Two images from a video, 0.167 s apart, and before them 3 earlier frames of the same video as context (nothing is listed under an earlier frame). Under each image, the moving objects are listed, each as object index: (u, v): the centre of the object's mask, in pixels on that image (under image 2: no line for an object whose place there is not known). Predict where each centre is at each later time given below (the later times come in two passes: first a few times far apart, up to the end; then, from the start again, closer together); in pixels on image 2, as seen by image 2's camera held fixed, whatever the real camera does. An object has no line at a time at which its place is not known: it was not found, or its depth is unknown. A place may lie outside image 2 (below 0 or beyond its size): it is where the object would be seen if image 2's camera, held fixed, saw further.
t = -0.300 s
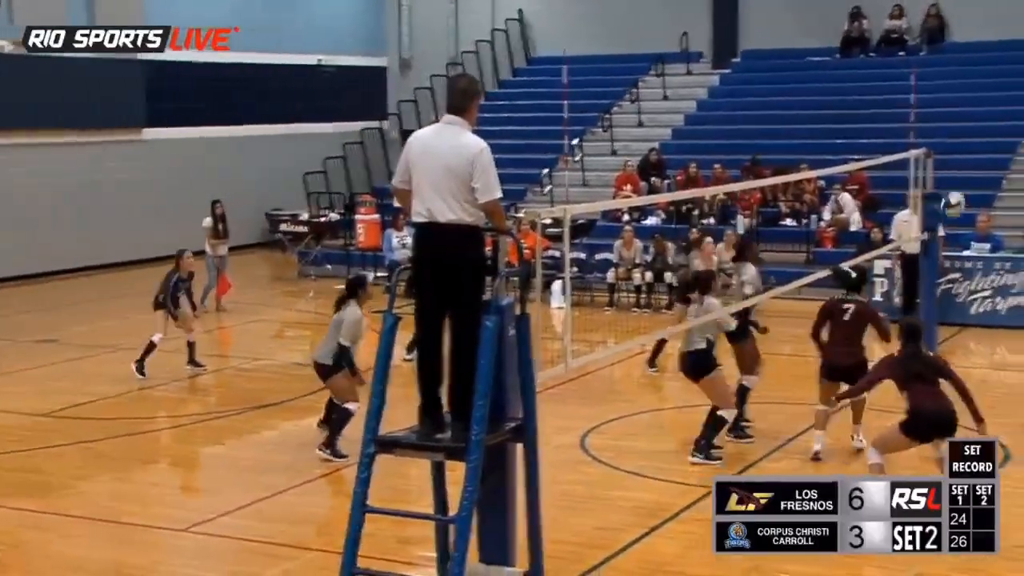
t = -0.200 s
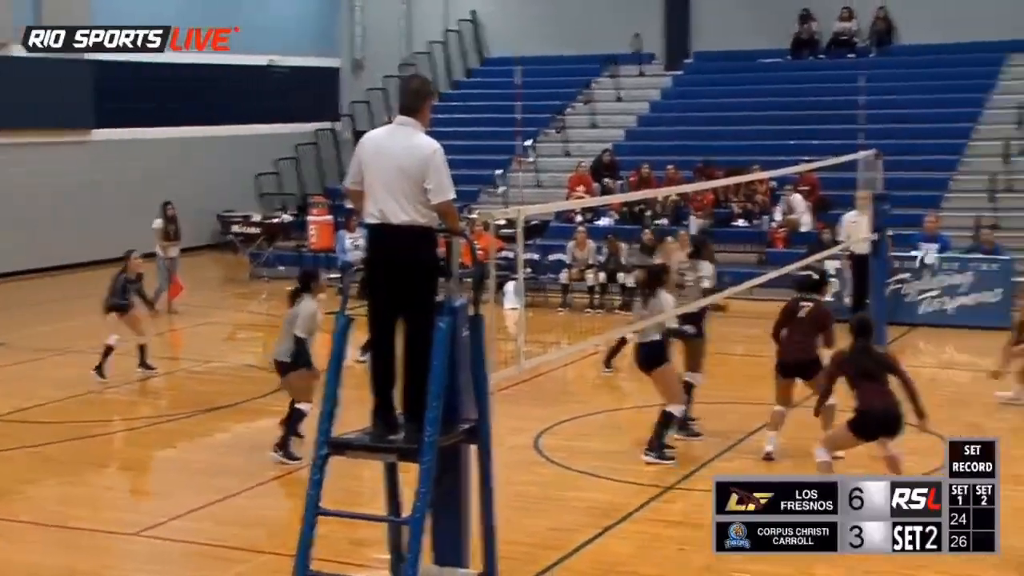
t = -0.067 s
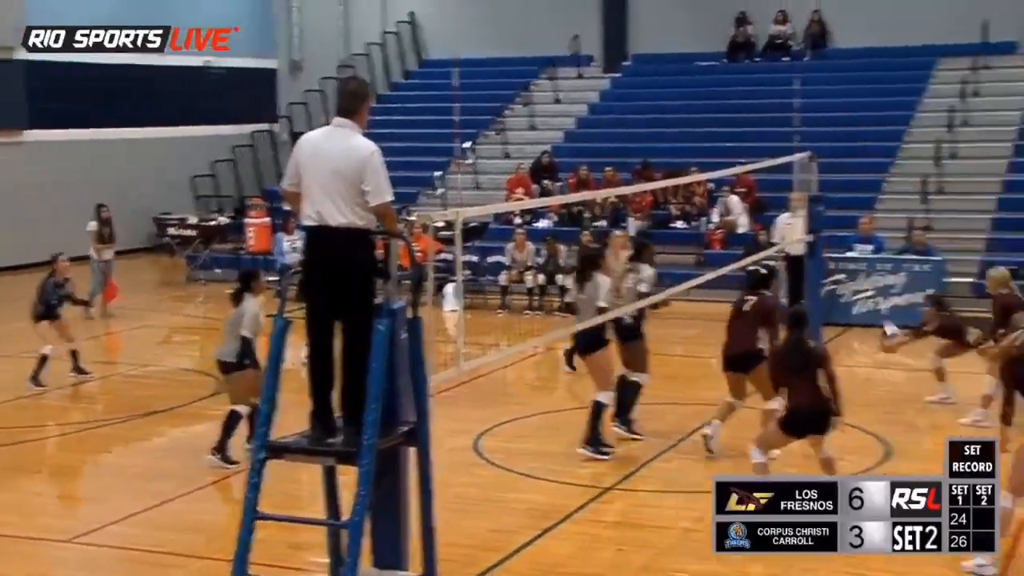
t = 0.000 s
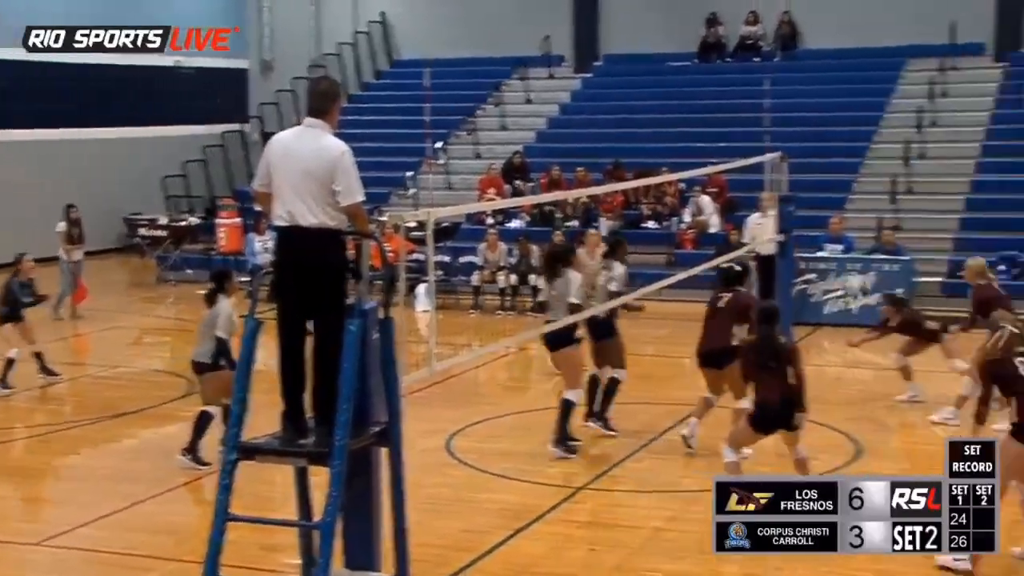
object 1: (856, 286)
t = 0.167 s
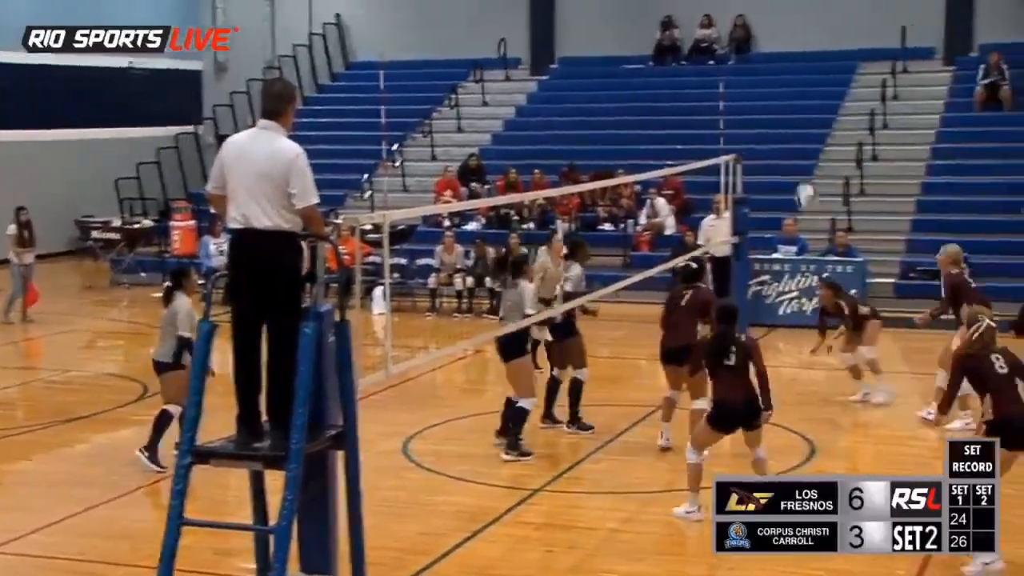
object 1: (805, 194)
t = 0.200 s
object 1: (806, 168)
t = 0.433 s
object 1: (799, 82)
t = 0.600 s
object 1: (795, 56)
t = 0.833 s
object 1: (787, 71)
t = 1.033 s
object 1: (779, 135)
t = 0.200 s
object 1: (806, 168)
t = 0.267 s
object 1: (804, 140)
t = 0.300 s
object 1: (803, 126)
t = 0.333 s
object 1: (802, 113)
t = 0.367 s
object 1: (801, 102)
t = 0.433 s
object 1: (799, 82)
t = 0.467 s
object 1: (799, 79)
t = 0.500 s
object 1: (799, 71)
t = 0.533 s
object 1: (797, 65)
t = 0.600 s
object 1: (795, 56)
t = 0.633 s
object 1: (793, 54)
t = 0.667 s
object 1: (793, 53)
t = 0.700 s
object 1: (792, 54)
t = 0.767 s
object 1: (789, 60)
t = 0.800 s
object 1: (788, 64)
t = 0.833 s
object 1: (787, 71)
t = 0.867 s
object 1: (786, 74)
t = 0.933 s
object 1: (783, 91)
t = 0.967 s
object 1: (782, 102)
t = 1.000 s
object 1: (780, 120)
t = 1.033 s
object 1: (779, 135)
